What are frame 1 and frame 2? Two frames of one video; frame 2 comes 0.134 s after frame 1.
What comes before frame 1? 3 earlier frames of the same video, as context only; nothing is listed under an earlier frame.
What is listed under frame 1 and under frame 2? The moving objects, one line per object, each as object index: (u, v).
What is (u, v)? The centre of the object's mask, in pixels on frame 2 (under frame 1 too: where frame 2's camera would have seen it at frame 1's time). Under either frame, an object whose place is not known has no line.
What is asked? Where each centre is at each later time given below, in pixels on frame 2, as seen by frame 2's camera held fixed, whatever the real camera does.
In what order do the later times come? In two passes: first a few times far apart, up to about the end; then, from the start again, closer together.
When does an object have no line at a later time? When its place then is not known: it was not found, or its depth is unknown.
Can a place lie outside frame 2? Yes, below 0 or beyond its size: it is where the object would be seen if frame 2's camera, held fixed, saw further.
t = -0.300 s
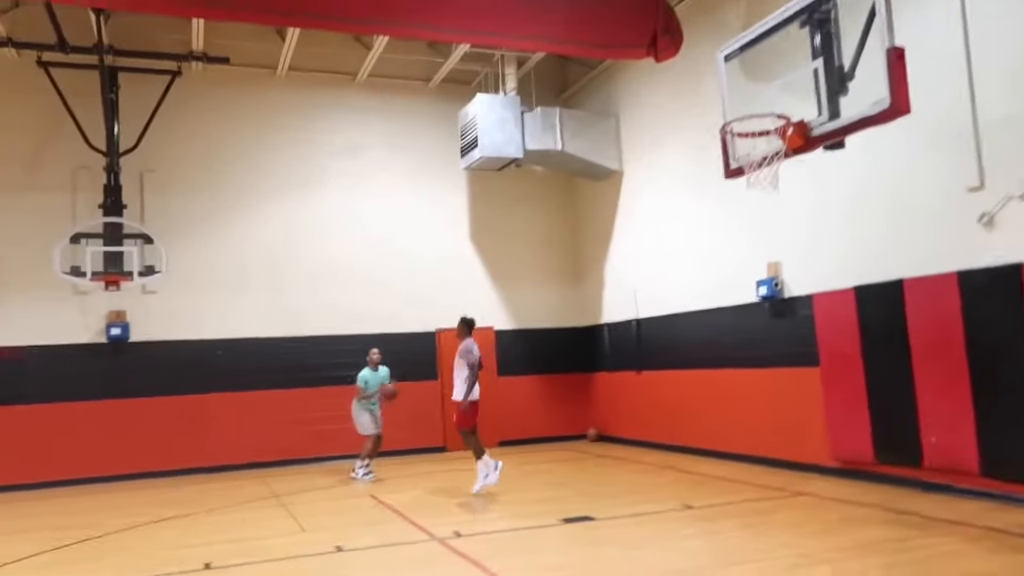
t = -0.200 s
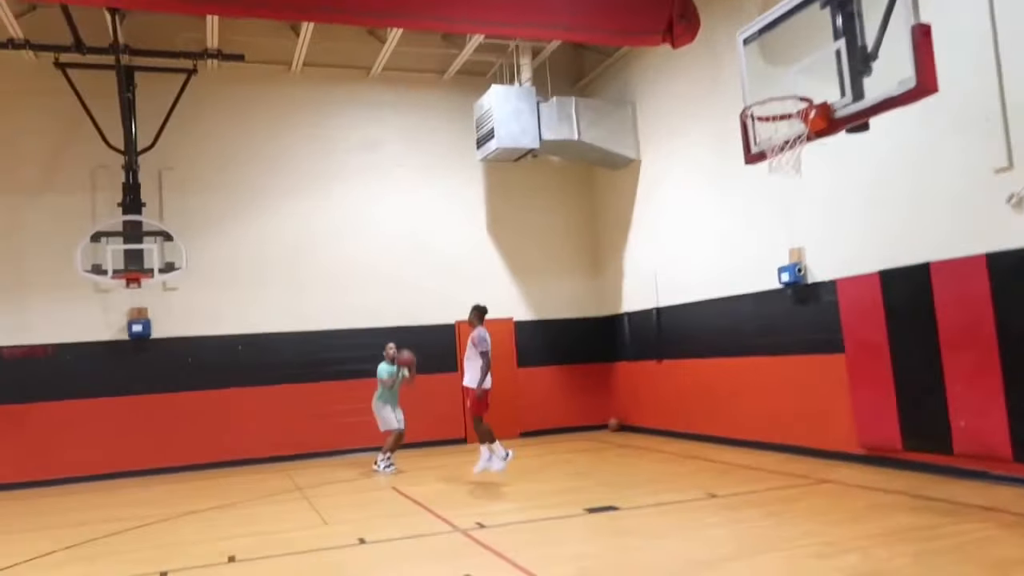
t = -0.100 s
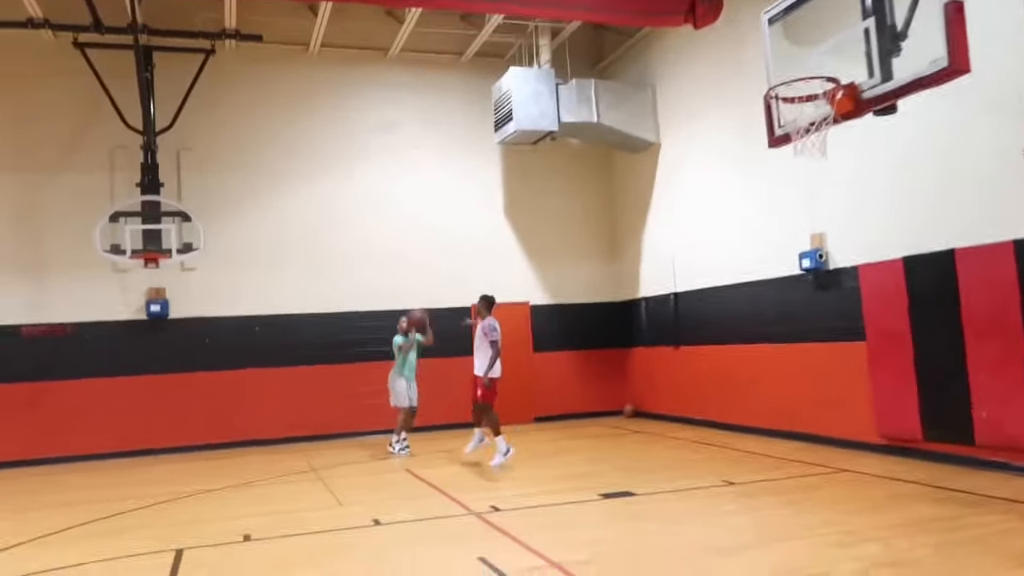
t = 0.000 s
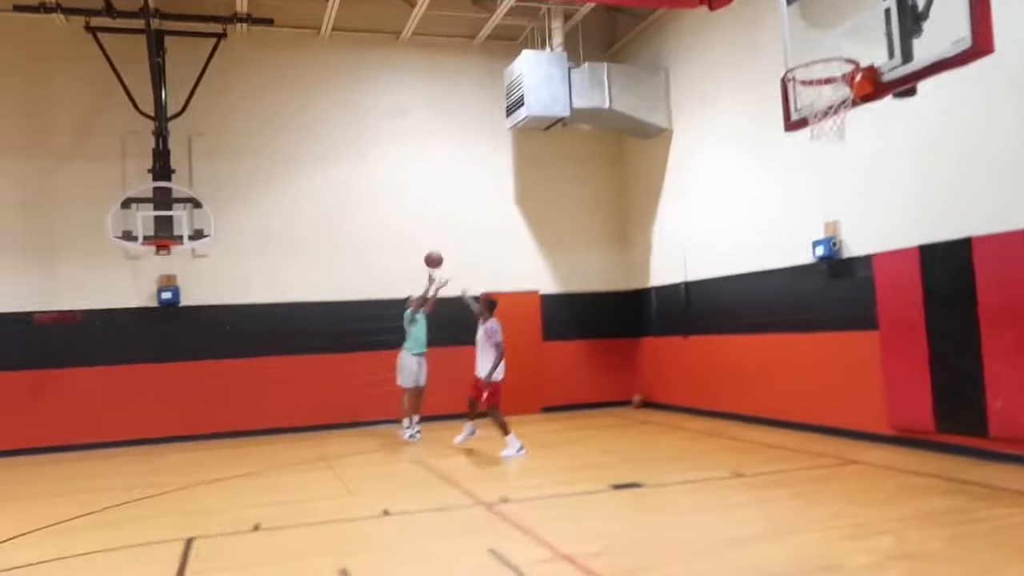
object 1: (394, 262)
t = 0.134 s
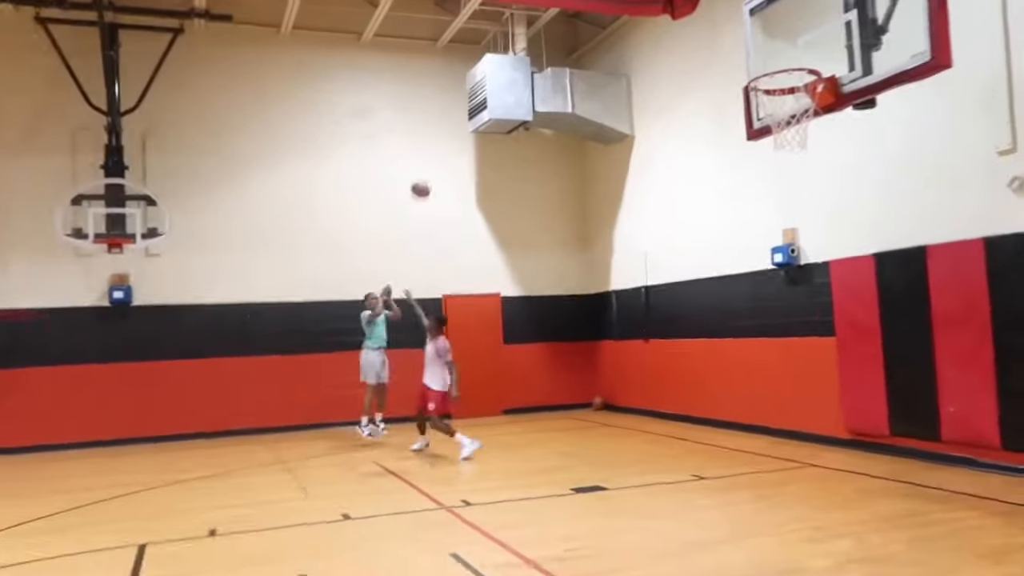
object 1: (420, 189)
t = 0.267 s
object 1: (450, 125)
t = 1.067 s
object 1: (737, 11)
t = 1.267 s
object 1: (822, 19)
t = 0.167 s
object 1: (427, 173)
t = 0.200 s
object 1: (435, 157)
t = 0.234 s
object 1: (442, 141)
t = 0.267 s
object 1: (450, 125)
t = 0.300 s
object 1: (457, 110)
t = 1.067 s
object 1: (737, 11)
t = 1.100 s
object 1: (757, 17)
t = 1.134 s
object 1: (776, 30)
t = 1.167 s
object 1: (798, 45)
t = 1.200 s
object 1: (818, 61)
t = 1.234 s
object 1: (821, 41)
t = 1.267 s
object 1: (822, 19)
